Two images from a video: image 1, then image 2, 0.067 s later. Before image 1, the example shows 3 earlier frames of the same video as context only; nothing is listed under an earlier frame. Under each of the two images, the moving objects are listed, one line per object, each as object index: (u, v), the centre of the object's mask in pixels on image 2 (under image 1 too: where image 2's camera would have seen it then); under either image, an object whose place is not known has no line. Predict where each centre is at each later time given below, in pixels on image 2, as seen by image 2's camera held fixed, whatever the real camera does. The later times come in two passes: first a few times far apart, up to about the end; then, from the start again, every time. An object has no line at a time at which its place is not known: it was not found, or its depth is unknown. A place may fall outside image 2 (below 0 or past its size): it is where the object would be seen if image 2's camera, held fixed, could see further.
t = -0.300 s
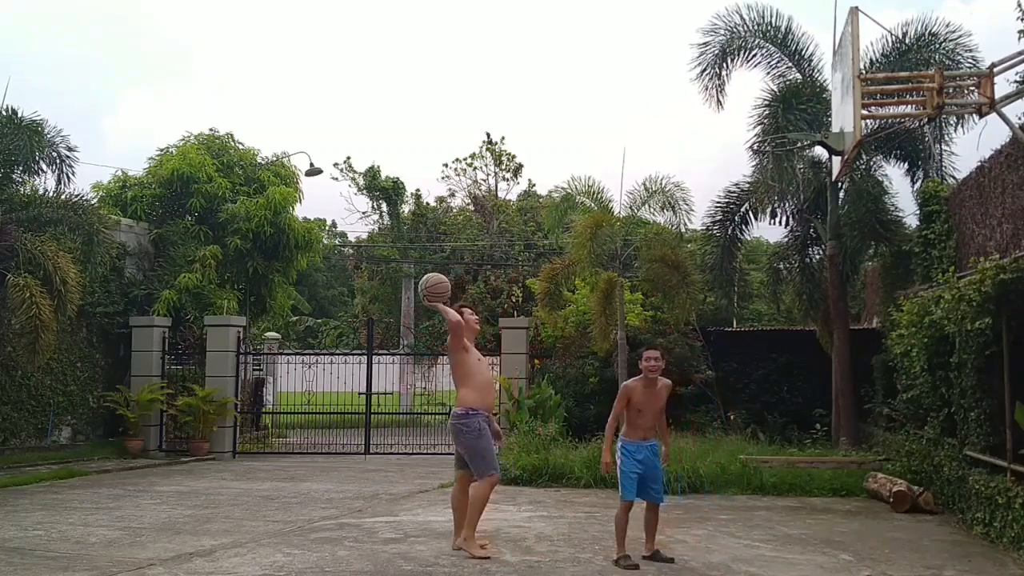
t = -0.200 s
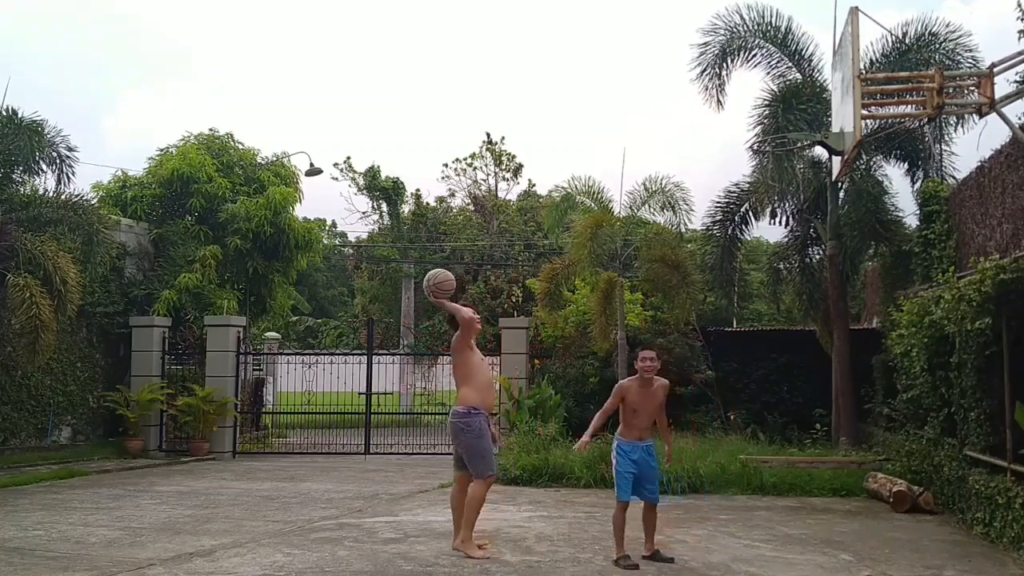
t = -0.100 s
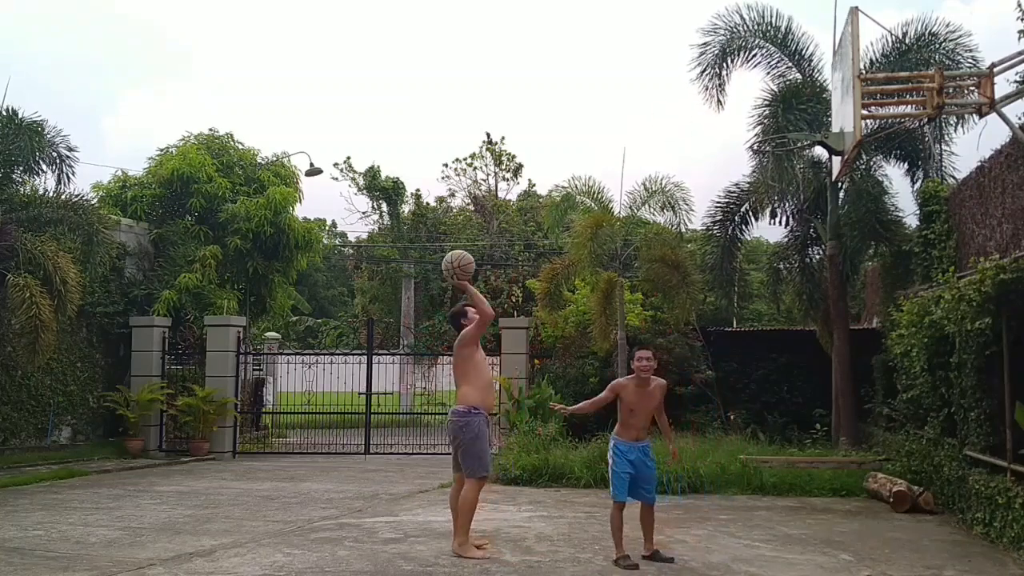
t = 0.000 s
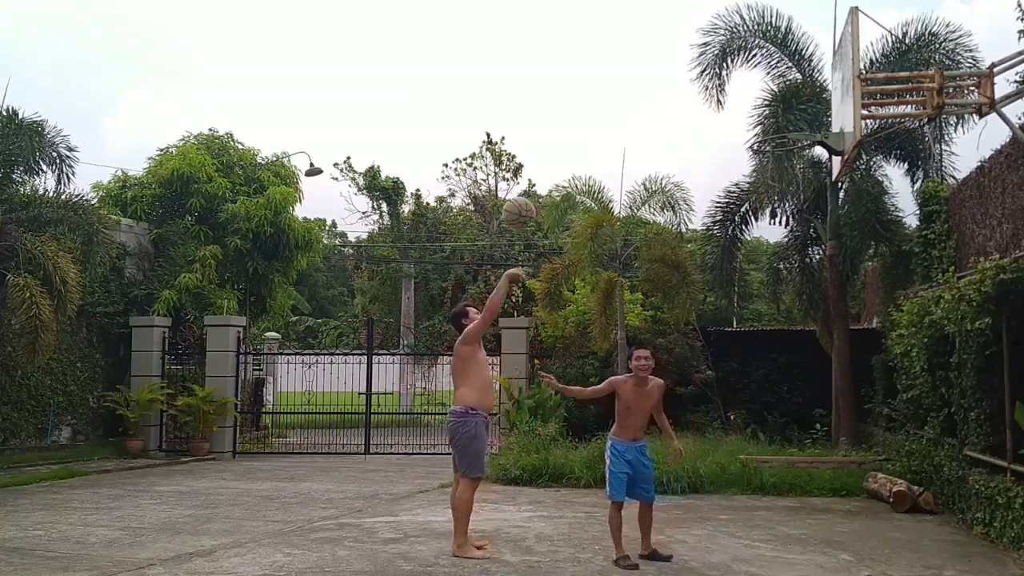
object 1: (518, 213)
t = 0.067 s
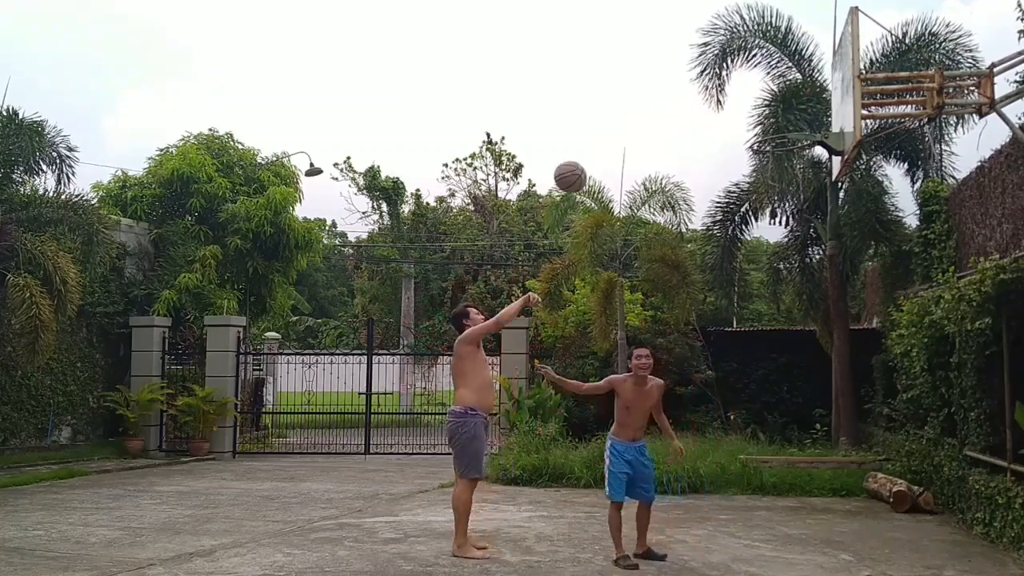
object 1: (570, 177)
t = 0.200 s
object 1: (674, 119)
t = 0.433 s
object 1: (801, 79)
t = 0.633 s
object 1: (670, 128)
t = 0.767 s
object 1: (588, 188)
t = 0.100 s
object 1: (596, 160)
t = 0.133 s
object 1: (622, 145)
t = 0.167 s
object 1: (648, 132)
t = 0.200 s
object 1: (674, 119)
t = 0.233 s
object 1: (700, 108)
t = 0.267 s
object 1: (726, 98)
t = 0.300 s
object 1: (753, 90)
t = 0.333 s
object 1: (779, 84)
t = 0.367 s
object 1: (807, 79)
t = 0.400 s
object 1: (824, 75)
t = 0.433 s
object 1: (801, 79)
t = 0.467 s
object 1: (779, 84)
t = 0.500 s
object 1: (757, 91)
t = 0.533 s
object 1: (735, 98)
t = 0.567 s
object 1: (713, 107)
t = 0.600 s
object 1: (691, 117)
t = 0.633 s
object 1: (670, 128)
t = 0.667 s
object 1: (649, 141)
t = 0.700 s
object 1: (629, 156)
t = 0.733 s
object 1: (608, 171)
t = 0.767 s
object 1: (588, 188)
